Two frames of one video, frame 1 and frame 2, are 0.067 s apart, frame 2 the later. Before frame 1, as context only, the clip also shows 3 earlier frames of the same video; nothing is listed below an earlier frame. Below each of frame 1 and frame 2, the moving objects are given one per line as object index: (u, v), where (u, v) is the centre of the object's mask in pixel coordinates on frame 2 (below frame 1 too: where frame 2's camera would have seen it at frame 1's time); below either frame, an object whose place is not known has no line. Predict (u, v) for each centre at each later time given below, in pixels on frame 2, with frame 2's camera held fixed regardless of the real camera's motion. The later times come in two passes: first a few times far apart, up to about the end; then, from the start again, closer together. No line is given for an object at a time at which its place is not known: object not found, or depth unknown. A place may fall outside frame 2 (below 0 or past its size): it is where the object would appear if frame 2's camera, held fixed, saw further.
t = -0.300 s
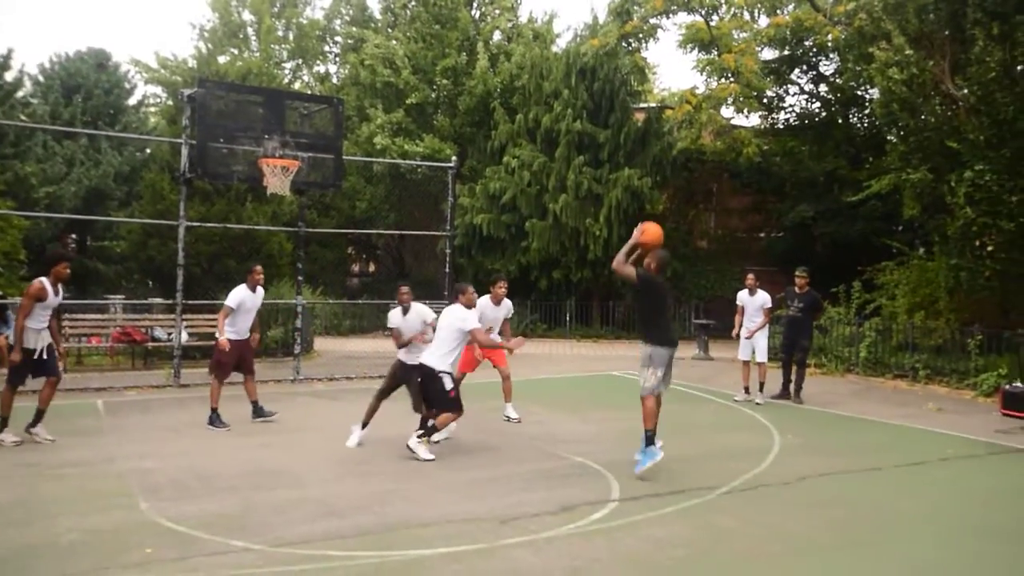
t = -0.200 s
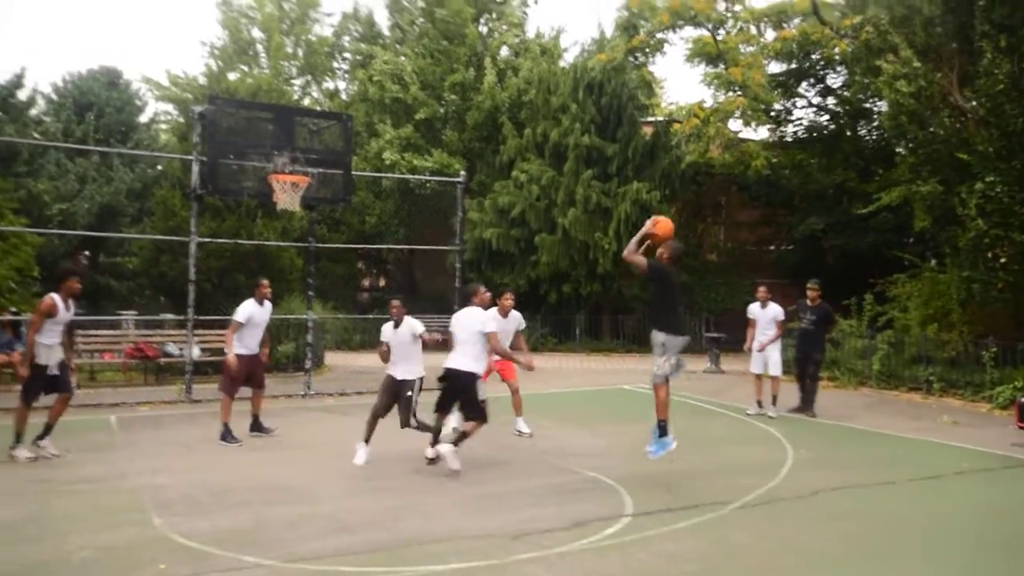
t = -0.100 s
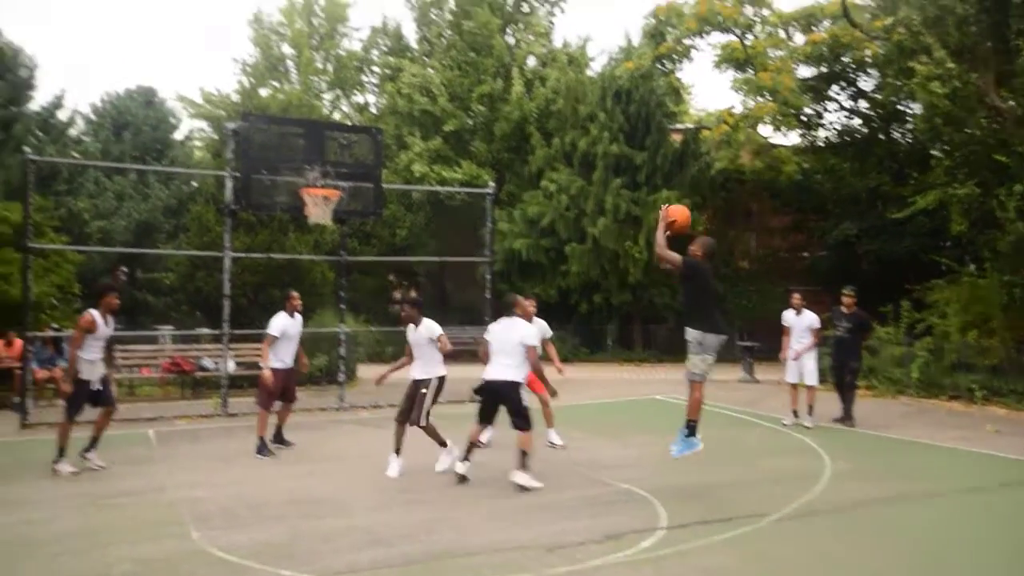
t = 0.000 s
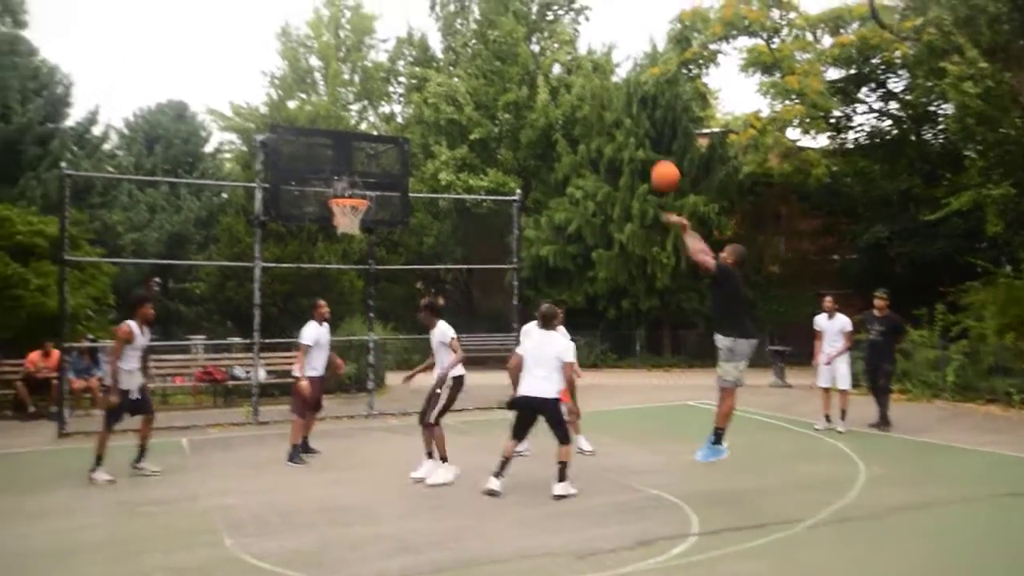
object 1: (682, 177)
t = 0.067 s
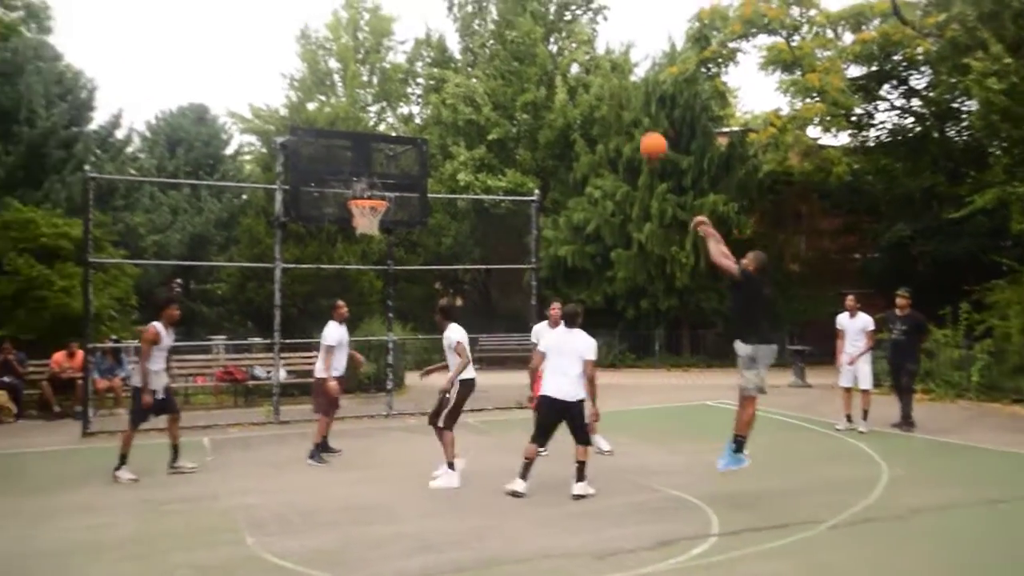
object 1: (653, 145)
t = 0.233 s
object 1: (584, 98)
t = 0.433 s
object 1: (514, 83)
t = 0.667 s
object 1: (443, 112)
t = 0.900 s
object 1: (383, 179)
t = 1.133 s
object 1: (382, 211)
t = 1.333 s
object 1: (369, 215)
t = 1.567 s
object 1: (353, 240)
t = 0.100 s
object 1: (638, 133)
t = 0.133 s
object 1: (624, 122)
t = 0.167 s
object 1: (611, 112)
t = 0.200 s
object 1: (597, 105)
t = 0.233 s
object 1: (584, 98)
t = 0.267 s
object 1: (571, 93)
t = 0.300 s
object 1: (559, 89)
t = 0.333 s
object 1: (547, 86)
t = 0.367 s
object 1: (536, 84)
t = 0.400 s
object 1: (524, 83)
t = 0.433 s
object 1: (514, 83)
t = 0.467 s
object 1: (503, 84)
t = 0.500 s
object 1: (492, 86)
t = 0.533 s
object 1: (482, 89)
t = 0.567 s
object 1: (471, 95)
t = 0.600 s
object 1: (461, 99)
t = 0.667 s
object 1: (443, 112)
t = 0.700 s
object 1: (434, 119)
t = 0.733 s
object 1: (424, 127)
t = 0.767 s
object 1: (416, 136)
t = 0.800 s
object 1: (407, 146)
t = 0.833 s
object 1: (399, 156)
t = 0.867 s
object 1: (391, 168)
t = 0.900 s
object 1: (383, 179)
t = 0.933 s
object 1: (374, 190)
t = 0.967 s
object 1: (368, 194)
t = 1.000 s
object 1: (363, 204)
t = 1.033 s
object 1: (361, 206)
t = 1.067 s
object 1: (363, 206)
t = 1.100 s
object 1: (376, 209)
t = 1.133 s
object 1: (382, 211)
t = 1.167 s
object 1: (382, 210)
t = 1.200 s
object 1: (382, 211)
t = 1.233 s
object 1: (379, 213)
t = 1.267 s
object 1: (377, 215)
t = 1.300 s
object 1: (373, 217)
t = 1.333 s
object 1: (369, 215)
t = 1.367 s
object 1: (368, 220)
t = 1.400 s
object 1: (365, 229)
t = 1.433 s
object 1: (361, 228)
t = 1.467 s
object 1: (360, 229)
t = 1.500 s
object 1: (359, 230)
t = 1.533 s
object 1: (355, 235)
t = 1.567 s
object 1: (353, 240)
